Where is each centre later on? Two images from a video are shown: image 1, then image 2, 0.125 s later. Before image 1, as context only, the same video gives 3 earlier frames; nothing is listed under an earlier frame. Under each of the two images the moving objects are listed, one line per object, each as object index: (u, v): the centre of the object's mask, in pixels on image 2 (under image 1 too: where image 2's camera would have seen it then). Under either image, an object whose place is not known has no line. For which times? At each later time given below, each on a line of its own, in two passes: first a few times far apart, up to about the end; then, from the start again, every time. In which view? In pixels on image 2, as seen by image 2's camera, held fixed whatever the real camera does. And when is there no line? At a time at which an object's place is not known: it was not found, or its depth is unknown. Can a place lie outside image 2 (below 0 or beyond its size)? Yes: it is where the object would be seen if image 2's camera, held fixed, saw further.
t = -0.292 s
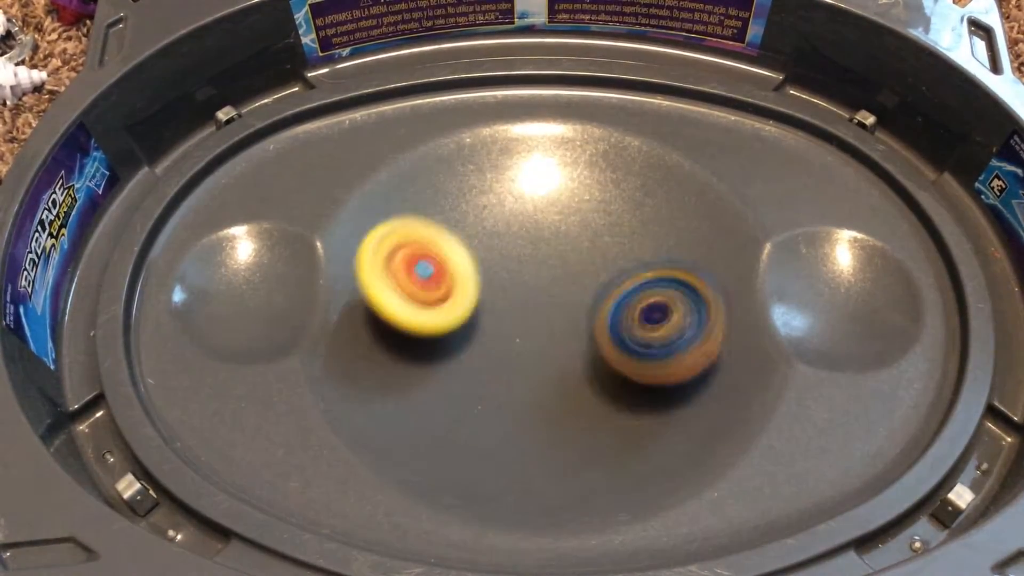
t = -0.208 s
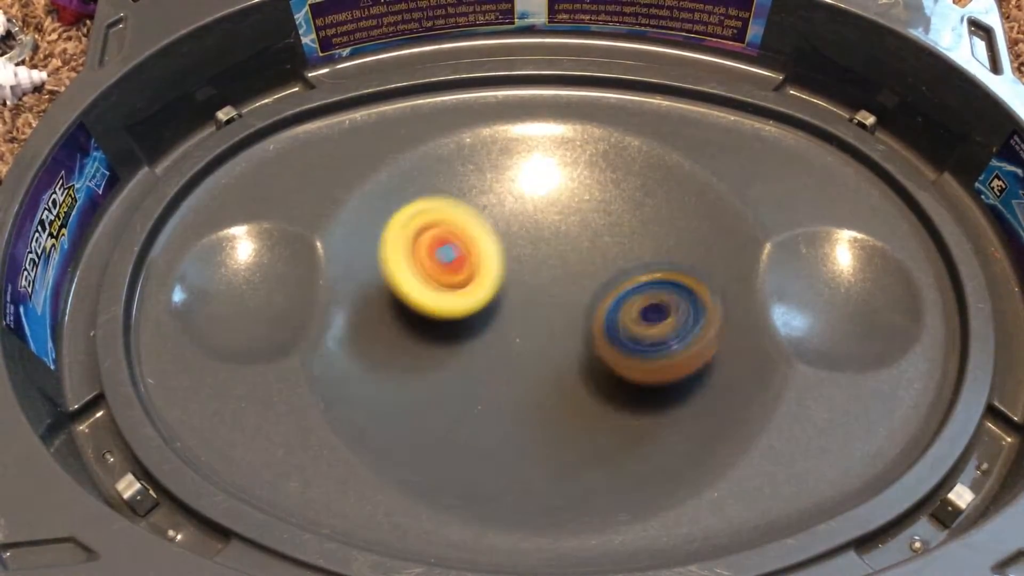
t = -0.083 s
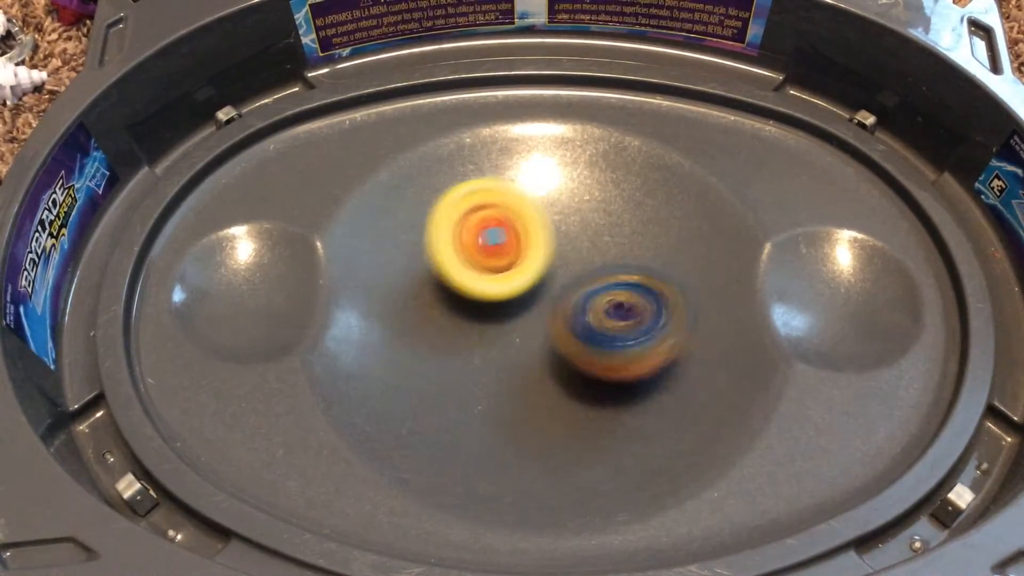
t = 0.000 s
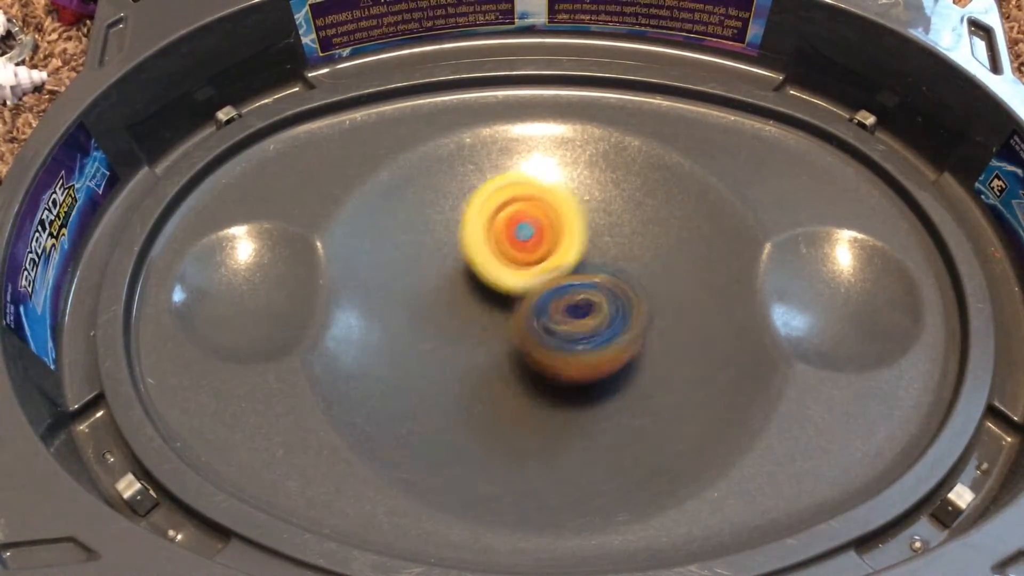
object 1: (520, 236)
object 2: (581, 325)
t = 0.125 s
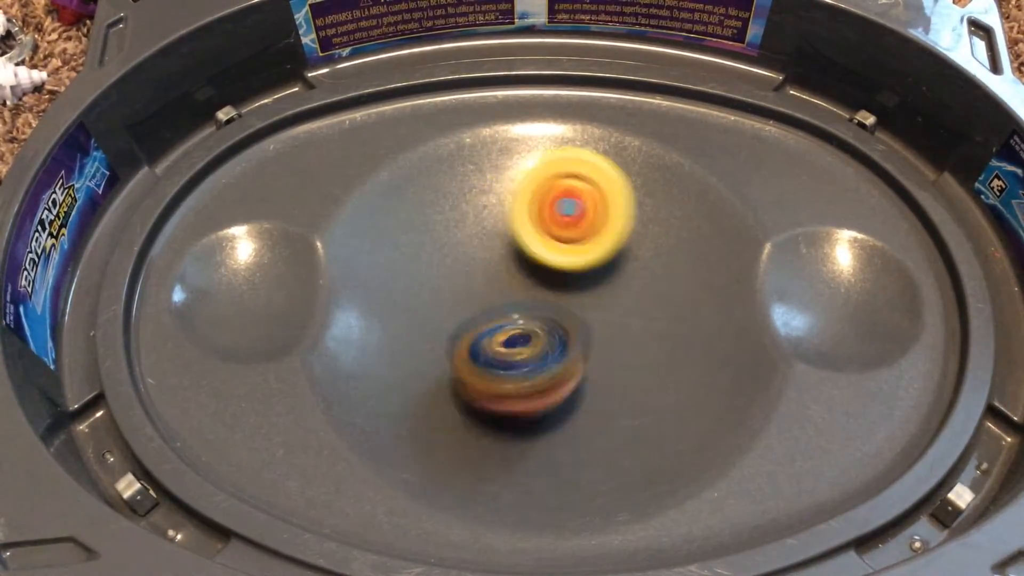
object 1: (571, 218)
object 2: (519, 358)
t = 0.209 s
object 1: (596, 232)
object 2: (489, 371)
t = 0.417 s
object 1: (612, 302)
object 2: (456, 345)
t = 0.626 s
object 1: (568, 361)
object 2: (490, 266)
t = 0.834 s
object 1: (495, 351)
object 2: (547, 218)
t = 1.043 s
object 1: (469, 293)
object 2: (609, 243)
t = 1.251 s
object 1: (509, 249)
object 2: (599, 318)
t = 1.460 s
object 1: (574, 251)
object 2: (526, 352)
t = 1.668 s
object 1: (598, 309)
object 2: (484, 300)
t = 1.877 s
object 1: (562, 359)
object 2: (509, 252)
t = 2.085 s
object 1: (497, 361)
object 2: (581, 256)
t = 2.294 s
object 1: (514, 285)
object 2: (643, 268)
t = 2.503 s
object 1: (559, 216)
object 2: (634, 277)
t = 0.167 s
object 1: (585, 224)
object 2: (501, 367)
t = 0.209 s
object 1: (596, 232)
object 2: (489, 371)
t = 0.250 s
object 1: (606, 243)
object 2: (473, 373)
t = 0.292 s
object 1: (612, 257)
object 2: (464, 370)
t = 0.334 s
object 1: (615, 270)
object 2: (458, 363)
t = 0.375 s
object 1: (615, 286)
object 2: (456, 357)
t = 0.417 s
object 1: (612, 302)
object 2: (456, 345)
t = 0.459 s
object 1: (607, 317)
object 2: (458, 333)
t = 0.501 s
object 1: (599, 330)
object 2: (464, 318)
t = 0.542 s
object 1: (591, 342)
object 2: (471, 303)
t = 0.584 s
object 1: (580, 352)
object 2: (480, 285)
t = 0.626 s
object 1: (568, 361)
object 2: (490, 266)
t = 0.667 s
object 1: (553, 365)
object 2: (499, 252)
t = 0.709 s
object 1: (537, 366)
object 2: (505, 243)
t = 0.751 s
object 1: (521, 364)
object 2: (514, 229)
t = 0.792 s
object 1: (507, 359)
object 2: (533, 222)
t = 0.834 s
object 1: (495, 351)
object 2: (547, 218)
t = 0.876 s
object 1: (484, 342)
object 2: (557, 215)
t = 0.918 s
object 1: (476, 331)
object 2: (577, 218)
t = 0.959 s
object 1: (470, 319)
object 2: (589, 224)
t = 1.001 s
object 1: (468, 306)
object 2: (599, 232)
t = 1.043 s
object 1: (469, 293)
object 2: (609, 243)
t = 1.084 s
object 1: (473, 282)
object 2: (613, 260)
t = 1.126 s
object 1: (479, 271)
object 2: (615, 271)
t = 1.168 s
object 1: (487, 262)
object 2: (613, 287)
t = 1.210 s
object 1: (497, 255)
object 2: (609, 302)
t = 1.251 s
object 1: (509, 249)
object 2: (599, 318)
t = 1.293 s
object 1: (522, 245)
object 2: (588, 329)
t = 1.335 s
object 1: (536, 240)
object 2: (572, 343)
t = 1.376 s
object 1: (549, 244)
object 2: (557, 351)
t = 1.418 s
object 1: (562, 247)
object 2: (541, 353)
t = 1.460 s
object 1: (574, 251)
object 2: (526, 352)
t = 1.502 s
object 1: (584, 262)
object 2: (513, 349)
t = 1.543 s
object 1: (592, 273)
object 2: (498, 339)
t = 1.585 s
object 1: (596, 284)
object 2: (489, 323)
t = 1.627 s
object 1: (598, 296)
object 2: (485, 311)
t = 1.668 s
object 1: (598, 309)
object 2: (484, 300)
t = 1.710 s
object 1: (597, 322)
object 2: (481, 288)
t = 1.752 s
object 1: (591, 333)
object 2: (482, 272)
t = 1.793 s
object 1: (581, 343)
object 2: (493, 265)
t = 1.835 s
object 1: (573, 351)
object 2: (500, 260)
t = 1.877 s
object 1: (562, 359)
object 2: (509, 252)
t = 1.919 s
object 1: (551, 361)
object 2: (518, 254)
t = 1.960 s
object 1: (536, 366)
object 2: (527, 256)
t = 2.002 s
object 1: (520, 371)
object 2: (546, 243)
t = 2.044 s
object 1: (505, 370)
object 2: (565, 254)
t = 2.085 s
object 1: (497, 361)
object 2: (581, 256)
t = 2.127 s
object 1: (496, 350)
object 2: (593, 262)
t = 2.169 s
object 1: (496, 335)
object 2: (611, 264)
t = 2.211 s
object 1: (501, 321)
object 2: (624, 267)
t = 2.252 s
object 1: (507, 303)
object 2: (636, 270)
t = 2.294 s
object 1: (514, 285)
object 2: (643, 268)
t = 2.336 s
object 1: (525, 263)
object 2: (640, 270)
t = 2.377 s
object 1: (532, 253)
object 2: (633, 271)
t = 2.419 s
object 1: (541, 237)
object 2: (635, 273)
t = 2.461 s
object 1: (551, 223)
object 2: (636, 274)
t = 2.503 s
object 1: (559, 216)
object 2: (634, 277)
